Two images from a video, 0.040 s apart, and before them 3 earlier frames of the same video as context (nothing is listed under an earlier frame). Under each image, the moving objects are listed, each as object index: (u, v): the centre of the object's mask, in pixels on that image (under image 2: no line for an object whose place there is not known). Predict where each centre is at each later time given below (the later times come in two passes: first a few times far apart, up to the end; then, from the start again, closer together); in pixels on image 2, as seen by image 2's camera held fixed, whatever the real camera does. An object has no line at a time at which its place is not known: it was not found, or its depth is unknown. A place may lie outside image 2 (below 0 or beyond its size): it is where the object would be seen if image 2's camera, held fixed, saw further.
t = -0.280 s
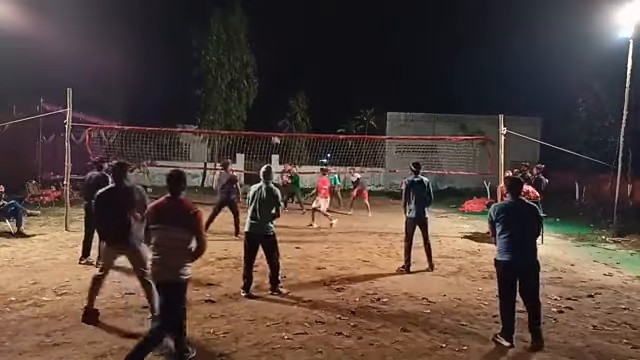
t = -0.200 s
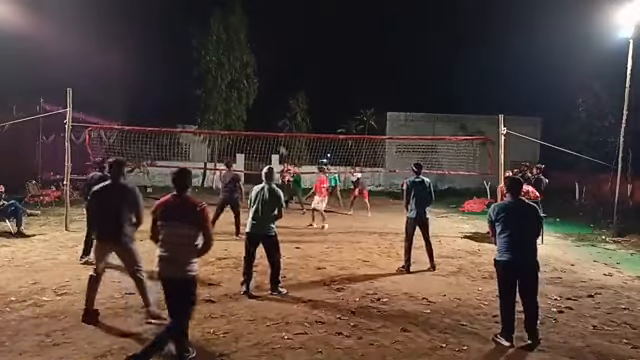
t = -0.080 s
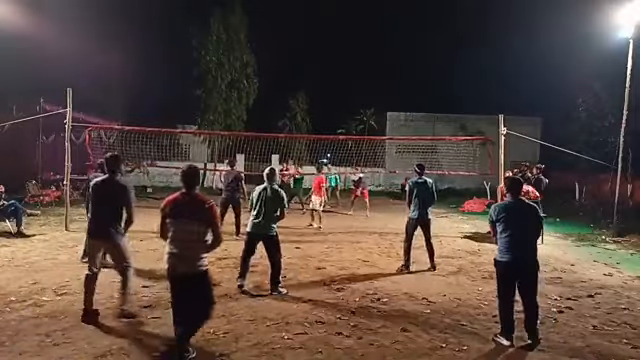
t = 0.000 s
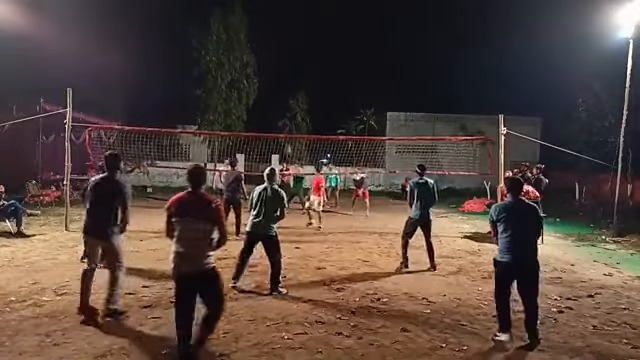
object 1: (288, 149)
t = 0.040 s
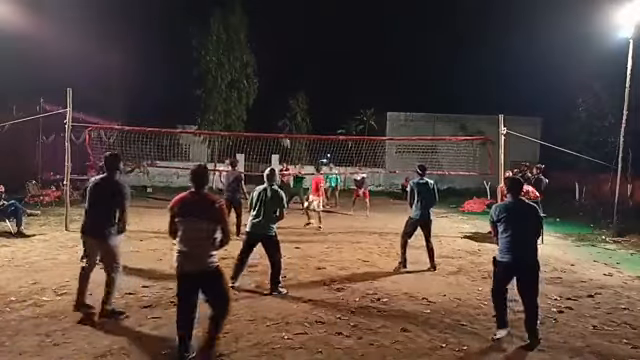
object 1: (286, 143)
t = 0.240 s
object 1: (277, 110)
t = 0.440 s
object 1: (261, 86)
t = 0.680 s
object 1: (231, 72)
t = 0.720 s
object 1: (224, 73)
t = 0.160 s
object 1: (281, 123)
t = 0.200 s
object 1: (280, 117)
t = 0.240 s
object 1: (277, 110)
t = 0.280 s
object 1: (274, 105)
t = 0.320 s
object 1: (271, 99)
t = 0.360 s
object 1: (268, 95)
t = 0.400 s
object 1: (265, 90)
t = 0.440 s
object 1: (261, 86)
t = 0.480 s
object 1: (257, 83)
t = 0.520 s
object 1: (253, 79)
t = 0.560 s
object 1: (248, 76)
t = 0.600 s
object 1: (244, 74)
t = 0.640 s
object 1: (238, 73)
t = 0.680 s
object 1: (231, 72)
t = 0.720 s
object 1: (224, 73)
